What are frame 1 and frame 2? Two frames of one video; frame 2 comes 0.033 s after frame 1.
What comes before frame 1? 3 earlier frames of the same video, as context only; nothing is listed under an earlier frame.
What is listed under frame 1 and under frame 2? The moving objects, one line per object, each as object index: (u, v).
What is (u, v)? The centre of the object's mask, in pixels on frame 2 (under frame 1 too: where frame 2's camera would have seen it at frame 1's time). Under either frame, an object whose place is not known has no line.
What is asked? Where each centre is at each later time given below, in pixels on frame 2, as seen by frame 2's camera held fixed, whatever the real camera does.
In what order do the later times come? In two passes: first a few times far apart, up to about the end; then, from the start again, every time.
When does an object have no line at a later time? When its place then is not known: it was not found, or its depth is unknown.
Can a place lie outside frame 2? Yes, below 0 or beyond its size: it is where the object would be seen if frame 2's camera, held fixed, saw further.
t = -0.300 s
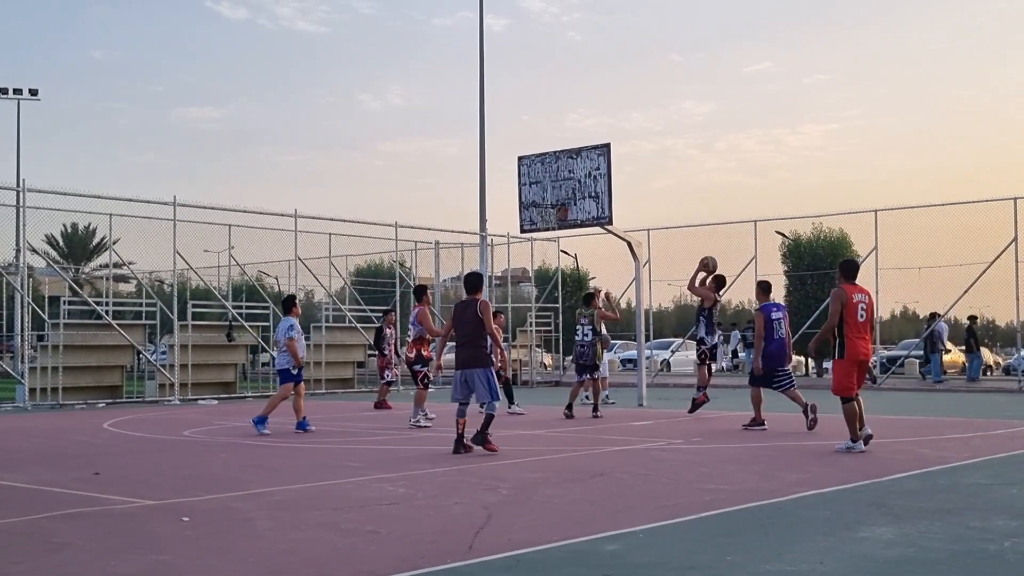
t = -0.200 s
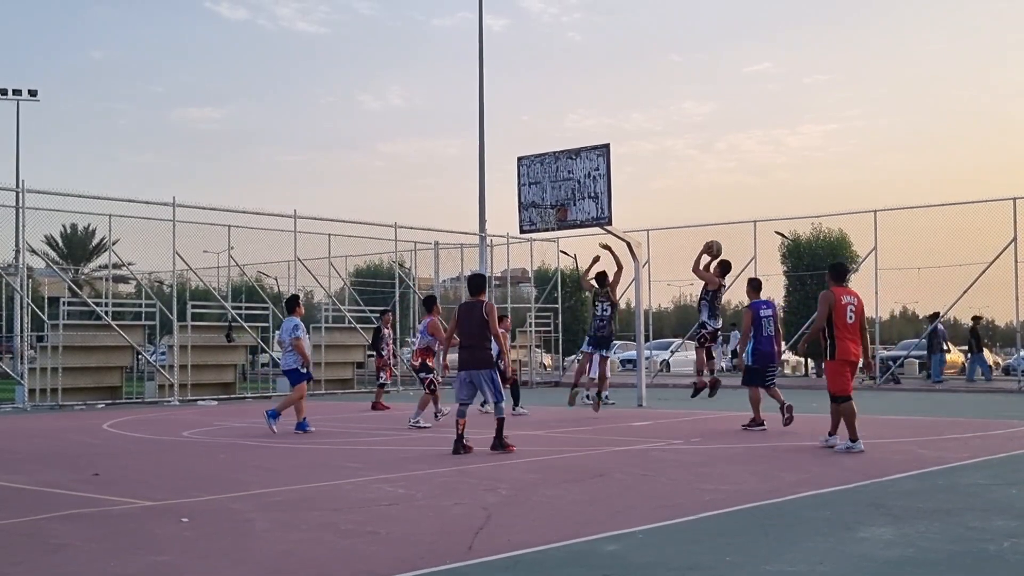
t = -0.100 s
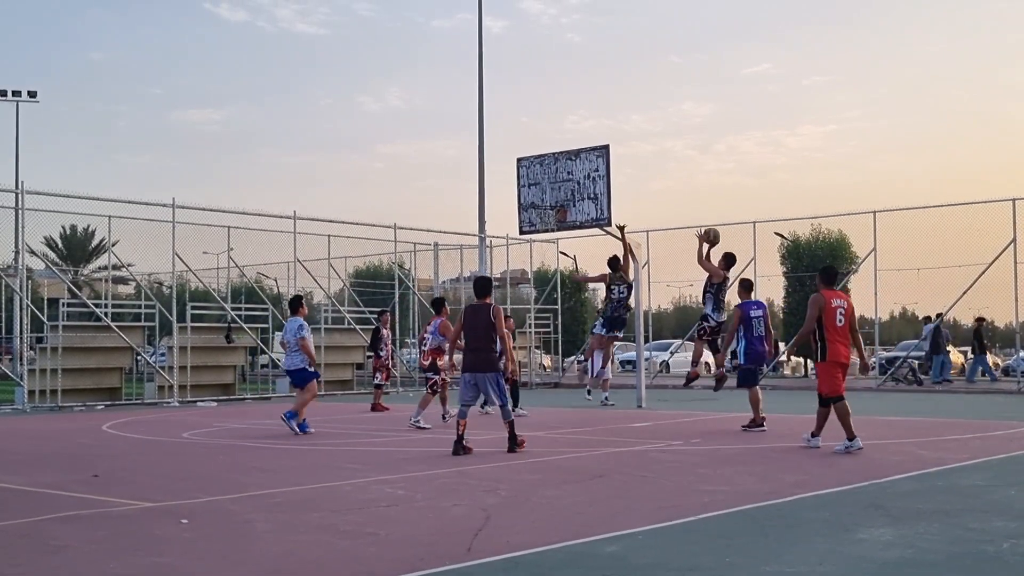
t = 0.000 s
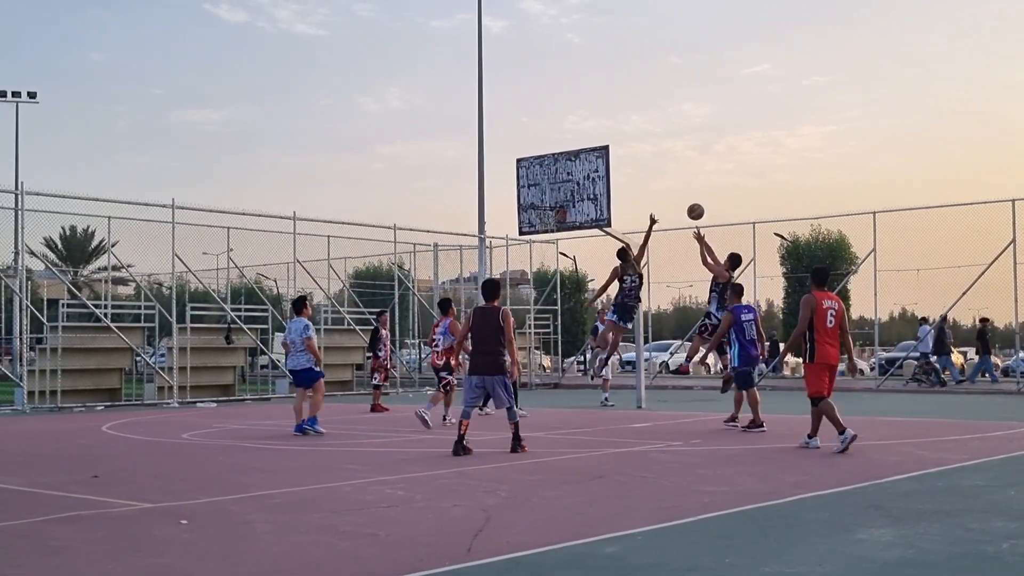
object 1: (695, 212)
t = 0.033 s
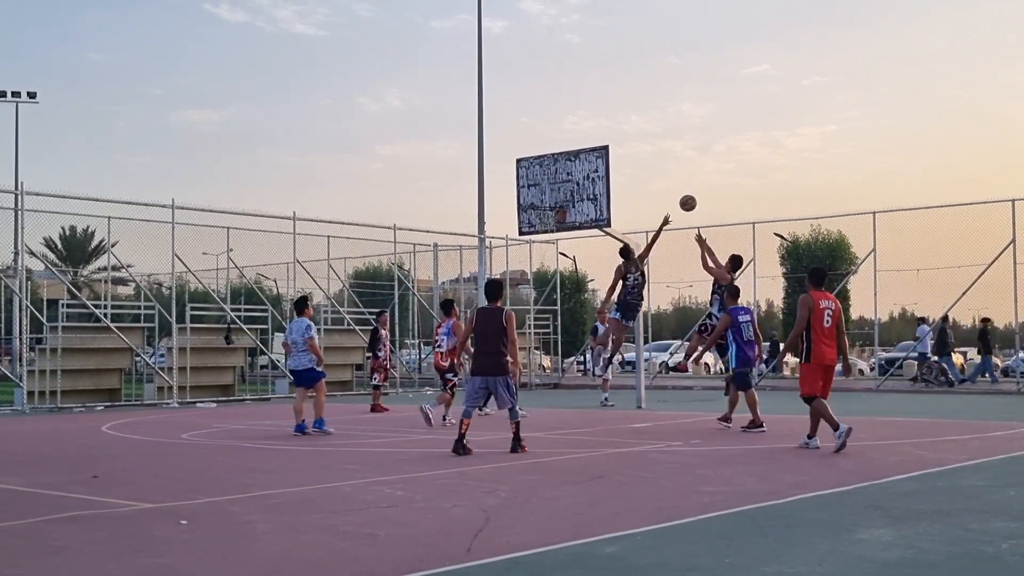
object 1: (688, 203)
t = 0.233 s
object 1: (645, 168)
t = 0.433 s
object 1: (607, 162)
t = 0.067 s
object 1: (680, 195)
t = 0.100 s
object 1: (673, 188)
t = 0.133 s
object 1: (666, 182)
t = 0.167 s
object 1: (659, 177)
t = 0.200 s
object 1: (652, 172)
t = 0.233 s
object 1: (645, 168)
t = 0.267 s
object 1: (639, 165)
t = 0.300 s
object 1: (632, 163)
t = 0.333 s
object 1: (625, 162)
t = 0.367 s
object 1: (619, 161)
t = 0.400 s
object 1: (614, 161)
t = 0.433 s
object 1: (607, 162)
